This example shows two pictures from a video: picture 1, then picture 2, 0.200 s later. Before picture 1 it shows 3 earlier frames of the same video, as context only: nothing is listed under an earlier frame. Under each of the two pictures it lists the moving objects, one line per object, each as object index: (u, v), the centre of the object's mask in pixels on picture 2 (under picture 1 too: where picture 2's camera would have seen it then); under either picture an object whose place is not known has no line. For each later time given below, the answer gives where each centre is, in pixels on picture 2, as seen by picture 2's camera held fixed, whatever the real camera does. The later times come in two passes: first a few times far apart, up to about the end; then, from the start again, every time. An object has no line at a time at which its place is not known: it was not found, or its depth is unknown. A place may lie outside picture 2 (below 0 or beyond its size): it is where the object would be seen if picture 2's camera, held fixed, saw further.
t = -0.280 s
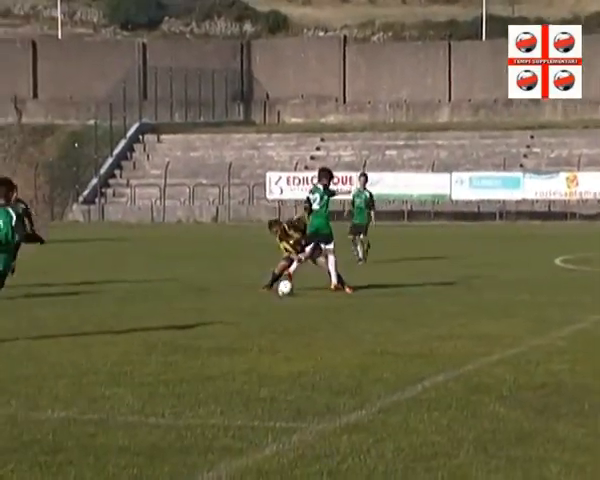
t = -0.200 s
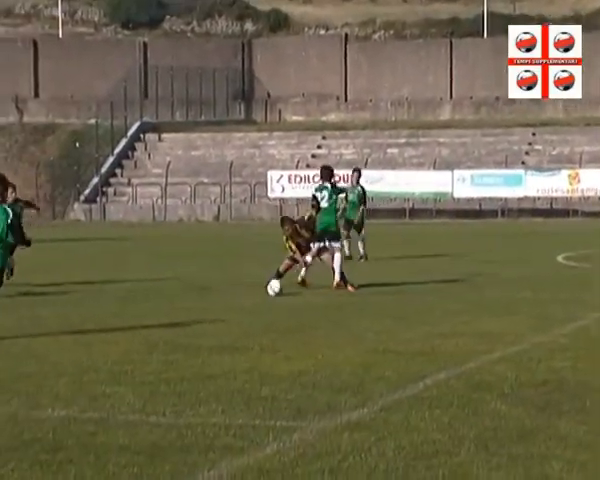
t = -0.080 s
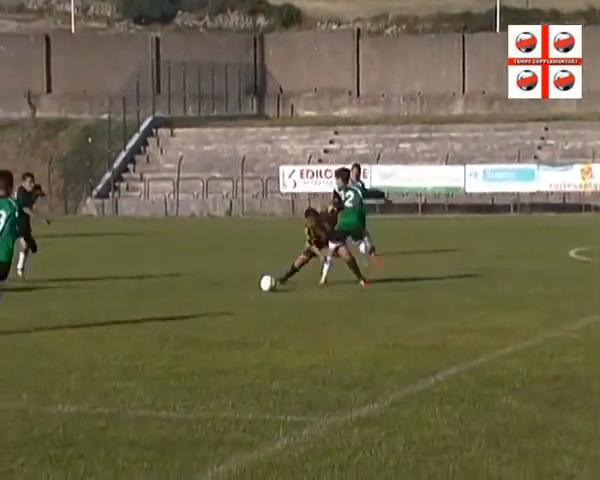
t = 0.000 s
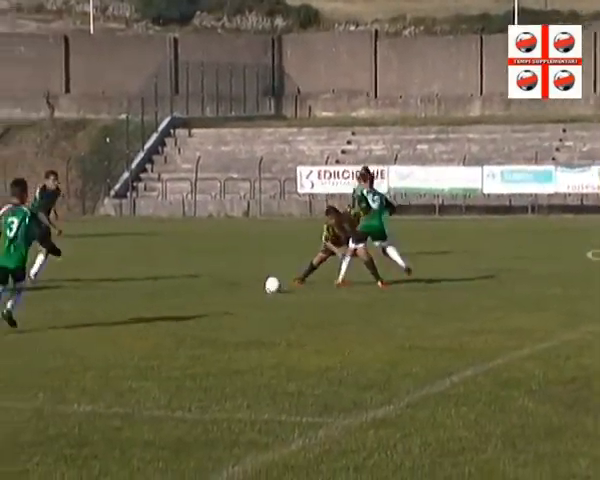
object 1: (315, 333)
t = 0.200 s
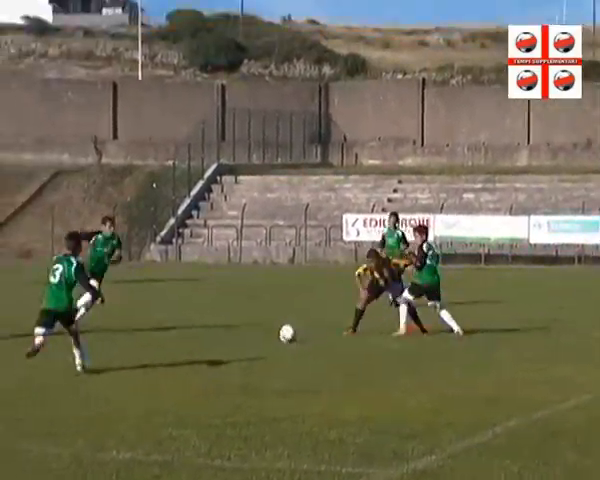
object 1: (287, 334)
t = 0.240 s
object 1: (281, 333)
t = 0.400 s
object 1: (260, 335)
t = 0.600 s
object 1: (235, 335)
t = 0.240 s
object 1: (281, 333)
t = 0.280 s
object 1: (276, 335)
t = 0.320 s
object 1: (270, 335)
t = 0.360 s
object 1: (264, 336)
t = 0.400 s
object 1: (260, 335)
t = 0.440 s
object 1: (255, 336)
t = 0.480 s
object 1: (249, 336)
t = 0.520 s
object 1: (244, 337)
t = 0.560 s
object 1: (239, 335)
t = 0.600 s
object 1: (235, 335)
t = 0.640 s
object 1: (230, 336)
